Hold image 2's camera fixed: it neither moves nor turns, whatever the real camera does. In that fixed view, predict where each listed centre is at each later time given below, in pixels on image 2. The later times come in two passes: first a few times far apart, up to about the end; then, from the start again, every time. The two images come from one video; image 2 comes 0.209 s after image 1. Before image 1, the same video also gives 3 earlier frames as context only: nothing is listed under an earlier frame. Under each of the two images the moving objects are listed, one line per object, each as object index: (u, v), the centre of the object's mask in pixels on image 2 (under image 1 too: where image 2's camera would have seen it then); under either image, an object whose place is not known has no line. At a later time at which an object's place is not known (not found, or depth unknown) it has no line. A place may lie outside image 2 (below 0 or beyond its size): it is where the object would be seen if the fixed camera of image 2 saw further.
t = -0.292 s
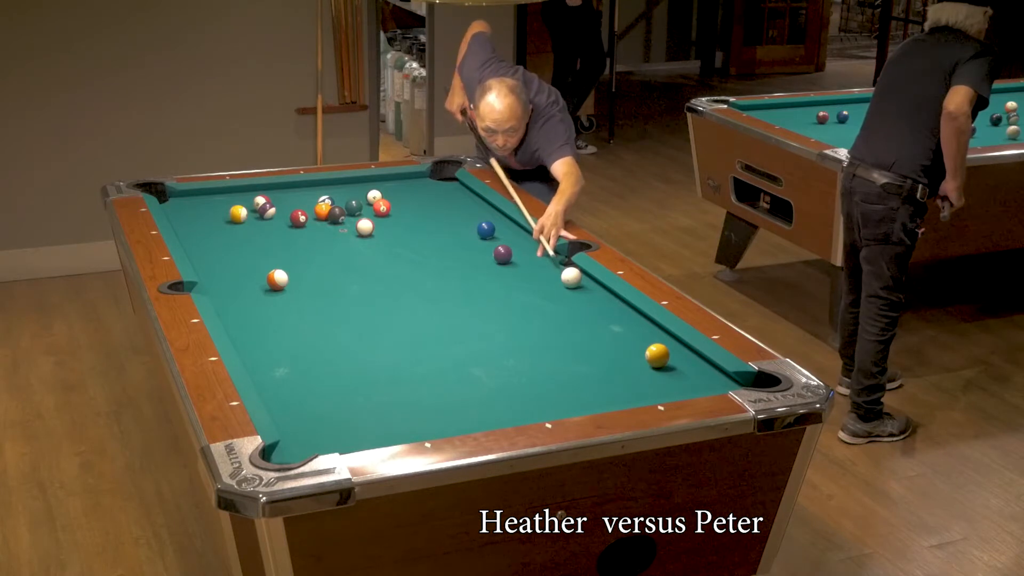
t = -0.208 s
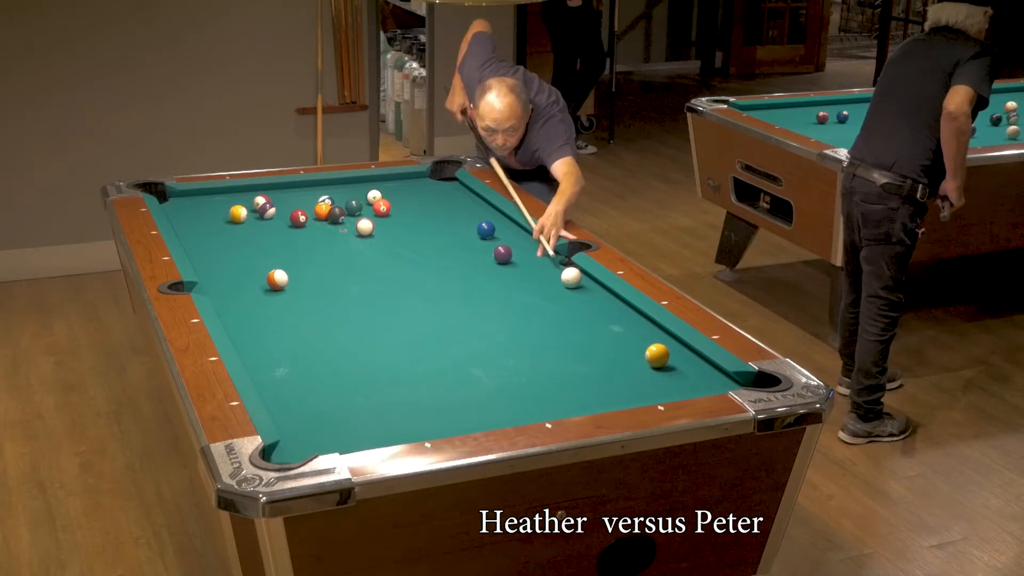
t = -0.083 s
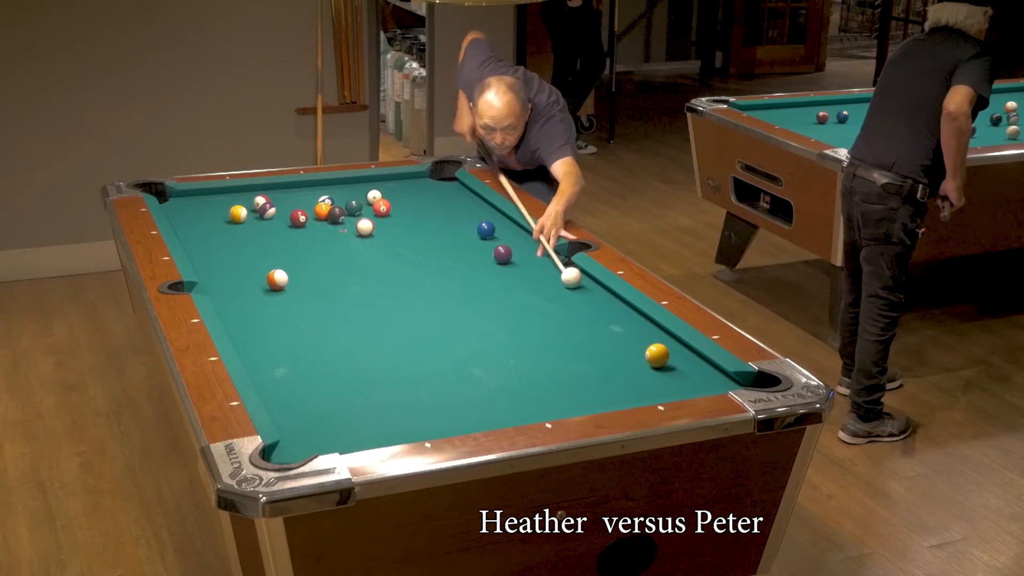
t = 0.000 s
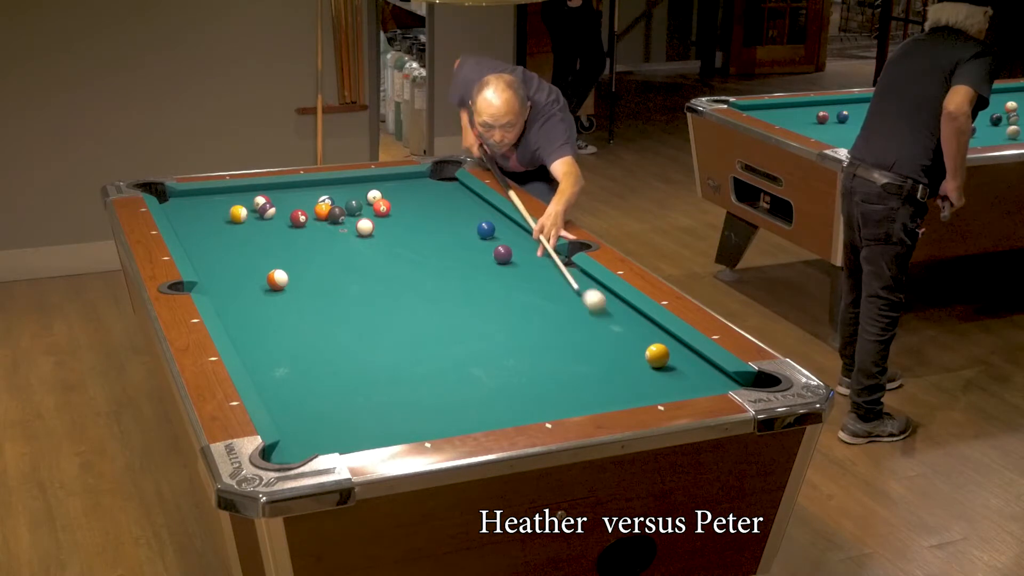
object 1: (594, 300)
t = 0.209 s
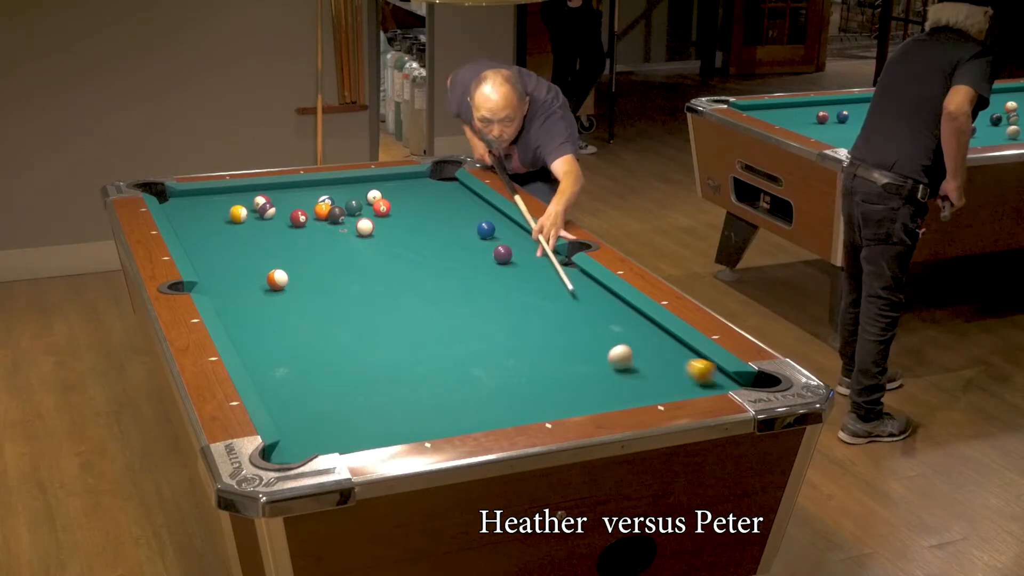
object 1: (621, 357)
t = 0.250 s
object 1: (612, 362)
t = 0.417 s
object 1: (577, 384)
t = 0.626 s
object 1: (529, 409)
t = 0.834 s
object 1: (457, 417)
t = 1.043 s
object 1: (381, 418)
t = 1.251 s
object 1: (305, 417)
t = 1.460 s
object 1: (300, 403)
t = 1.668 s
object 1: (323, 386)
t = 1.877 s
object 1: (344, 371)
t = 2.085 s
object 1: (364, 358)
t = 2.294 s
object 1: (381, 345)
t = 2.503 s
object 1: (397, 334)
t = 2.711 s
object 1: (412, 324)
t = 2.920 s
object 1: (424, 314)
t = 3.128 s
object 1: (436, 306)
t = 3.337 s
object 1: (447, 298)
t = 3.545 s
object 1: (456, 291)
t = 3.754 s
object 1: (465, 284)
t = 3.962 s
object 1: (472, 279)
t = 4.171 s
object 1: (480, 274)
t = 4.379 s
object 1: (486, 269)
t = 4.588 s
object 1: (492, 265)
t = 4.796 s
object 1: (497, 261)
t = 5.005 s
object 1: (500, 260)
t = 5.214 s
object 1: (500, 260)
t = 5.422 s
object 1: (499, 260)
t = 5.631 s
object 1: (498, 260)
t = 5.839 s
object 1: (498, 260)
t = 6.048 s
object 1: (498, 260)
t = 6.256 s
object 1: (498, 260)
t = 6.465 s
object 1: (498, 260)
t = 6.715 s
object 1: (498, 260)
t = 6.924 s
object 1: (498, 260)
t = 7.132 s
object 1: (498, 260)
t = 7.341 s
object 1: (498, 260)
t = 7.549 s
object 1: (498, 260)
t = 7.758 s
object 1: (498, 260)
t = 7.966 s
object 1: (498, 260)
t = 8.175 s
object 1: (498, 260)
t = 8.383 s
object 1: (498, 260)
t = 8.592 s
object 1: (498, 260)
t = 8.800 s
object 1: (498, 260)
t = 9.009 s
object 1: (498, 260)
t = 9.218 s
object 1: (498, 260)
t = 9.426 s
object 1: (498, 260)
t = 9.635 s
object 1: (498, 260)
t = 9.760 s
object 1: (499, 260)
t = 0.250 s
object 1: (612, 362)
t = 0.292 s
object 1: (603, 367)
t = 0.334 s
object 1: (594, 373)
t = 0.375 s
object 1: (586, 378)
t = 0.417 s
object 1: (577, 384)
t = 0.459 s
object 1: (567, 389)
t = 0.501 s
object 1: (558, 394)
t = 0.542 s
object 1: (549, 401)
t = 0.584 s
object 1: (539, 405)
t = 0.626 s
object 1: (529, 409)
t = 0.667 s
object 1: (519, 413)
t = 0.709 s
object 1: (504, 414)
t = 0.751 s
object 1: (489, 416)
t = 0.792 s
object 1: (473, 416)
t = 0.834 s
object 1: (457, 417)
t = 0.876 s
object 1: (441, 418)
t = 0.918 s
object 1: (427, 418)
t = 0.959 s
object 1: (411, 417)
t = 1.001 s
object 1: (396, 417)
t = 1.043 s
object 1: (381, 418)
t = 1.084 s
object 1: (365, 417)
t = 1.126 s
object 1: (350, 417)
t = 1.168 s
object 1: (335, 417)
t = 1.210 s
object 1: (321, 417)
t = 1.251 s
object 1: (305, 417)
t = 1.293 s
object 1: (291, 417)
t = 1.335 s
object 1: (284, 414)
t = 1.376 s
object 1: (290, 411)
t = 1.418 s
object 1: (295, 407)
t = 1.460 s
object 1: (300, 403)
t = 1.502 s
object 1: (304, 400)
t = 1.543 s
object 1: (309, 396)
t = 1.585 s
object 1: (314, 393)
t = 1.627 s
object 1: (318, 390)
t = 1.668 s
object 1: (323, 386)
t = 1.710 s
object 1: (327, 383)
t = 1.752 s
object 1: (332, 380)
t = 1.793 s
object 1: (336, 377)
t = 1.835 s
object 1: (340, 374)
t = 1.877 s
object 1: (344, 371)
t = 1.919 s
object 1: (348, 369)
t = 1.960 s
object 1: (352, 366)
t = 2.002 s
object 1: (356, 363)
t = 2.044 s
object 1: (360, 360)
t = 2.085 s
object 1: (364, 358)
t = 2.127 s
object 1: (367, 355)
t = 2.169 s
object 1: (371, 352)
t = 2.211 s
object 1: (374, 350)
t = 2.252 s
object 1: (378, 348)
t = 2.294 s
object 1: (381, 345)
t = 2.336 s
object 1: (384, 343)
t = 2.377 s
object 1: (388, 340)
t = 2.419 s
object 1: (391, 338)
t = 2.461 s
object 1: (394, 336)
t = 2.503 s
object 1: (397, 334)
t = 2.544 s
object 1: (400, 332)
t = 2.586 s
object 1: (403, 330)
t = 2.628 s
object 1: (406, 328)
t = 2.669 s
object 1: (409, 326)
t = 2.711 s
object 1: (412, 324)
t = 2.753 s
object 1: (414, 322)
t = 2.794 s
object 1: (417, 320)
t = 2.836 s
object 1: (420, 318)
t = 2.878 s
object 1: (422, 316)
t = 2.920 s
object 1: (424, 314)
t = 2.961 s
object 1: (427, 313)
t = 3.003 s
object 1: (429, 311)
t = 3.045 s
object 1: (432, 309)
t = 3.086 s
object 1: (434, 308)
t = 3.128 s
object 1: (436, 306)
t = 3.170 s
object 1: (439, 304)
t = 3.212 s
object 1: (441, 303)
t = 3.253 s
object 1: (443, 301)
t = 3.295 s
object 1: (445, 300)
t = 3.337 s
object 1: (447, 298)
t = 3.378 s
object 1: (449, 297)
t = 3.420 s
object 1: (451, 295)
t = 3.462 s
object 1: (453, 294)
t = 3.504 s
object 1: (454, 292)
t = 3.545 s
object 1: (456, 291)
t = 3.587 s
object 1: (458, 290)
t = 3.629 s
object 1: (460, 288)
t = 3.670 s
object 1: (461, 287)
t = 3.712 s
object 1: (463, 286)
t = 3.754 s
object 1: (465, 284)
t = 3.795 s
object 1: (466, 283)
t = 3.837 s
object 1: (468, 282)
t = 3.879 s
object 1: (469, 281)
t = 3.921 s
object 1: (471, 280)
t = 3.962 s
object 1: (472, 279)
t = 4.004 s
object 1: (474, 278)
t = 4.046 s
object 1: (475, 277)
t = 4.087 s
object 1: (477, 276)
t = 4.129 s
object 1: (478, 274)
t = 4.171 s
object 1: (480, 274)
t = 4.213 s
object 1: (481, 273)
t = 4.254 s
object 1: (482, 272)
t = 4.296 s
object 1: (483, 271)
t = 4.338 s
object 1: (485, 270)
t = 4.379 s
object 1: (486, 269)
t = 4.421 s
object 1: (488, 268)
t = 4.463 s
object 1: (489, 267)
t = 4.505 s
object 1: (490, 266)
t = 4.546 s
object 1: (491, 265)
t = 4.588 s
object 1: (492, 265)
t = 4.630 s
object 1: (493, 264)
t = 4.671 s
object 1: (494, 263)
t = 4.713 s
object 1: (495, 262)
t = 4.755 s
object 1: (496, 262)
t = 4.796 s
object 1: (497, 261)
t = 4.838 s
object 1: (498, 260)
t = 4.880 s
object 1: (499, 260)
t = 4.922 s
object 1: (499, 260)
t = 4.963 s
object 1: (499, 260)
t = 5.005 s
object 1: (500, 260)
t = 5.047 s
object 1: (500, 260)
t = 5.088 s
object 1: (500, 260)
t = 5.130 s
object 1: (500, 260)
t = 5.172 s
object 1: (500, 260)
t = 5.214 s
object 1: (500, 260)
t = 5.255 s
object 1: (500, 260)
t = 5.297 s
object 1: (499, 260)
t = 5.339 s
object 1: (499, 260)
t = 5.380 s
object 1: (499, 260)
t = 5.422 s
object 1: (499, 260)
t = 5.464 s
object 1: (499, 260)
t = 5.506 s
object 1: (499, 260)
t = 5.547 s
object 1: (498, 260)
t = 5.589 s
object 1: (498, 260)
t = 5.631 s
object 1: (498, 260)
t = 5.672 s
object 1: (498, 260)
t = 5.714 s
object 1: (498, 260)
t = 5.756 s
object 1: (498, 260)
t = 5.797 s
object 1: (498, 260)
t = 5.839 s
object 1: (498, 260)
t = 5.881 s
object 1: (498, 260)
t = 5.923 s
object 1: (498, 260)
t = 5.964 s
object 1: (498, 260)
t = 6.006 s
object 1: (498, 260)
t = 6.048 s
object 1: (498, 260)
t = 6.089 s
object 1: (498, 260)
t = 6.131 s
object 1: (498, 260)
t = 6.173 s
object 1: (498, 260)
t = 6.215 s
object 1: (498, 260)
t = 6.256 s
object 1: (498, 260)
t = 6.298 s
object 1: (498, 260)
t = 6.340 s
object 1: (498, 260)
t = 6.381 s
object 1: (498, 260)
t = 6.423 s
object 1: (498, 260)
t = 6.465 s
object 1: (498, 260)
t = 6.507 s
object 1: (498, 260)
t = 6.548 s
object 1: (498, 260)
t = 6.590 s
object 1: (498, 260)
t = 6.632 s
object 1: (498, 260)
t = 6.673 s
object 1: (498, 260)
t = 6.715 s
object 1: (498, 260)
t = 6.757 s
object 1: (498, 260)
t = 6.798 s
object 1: (498, 260)
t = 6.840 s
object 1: (498, 260)
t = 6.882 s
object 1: (498, 260)
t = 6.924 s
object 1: (498, 260)
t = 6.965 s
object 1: (498, 260)
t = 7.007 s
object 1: (498, 260)
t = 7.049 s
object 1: (498, 260)
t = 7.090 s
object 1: (498, 260)
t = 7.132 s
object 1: (498, 260)
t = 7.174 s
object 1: (498, 260)
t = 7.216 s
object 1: (498, 260)
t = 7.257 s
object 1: (498, 260)
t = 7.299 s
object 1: (498, 260)
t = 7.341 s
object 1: (498, 260)
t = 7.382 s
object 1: (498, 260)
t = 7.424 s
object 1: (498, 260)
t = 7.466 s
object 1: (498, 260)
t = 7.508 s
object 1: (498, 260)
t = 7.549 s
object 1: (498, 260)
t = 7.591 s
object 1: (498, 260)
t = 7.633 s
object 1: (498, 260)
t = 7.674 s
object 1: (498, 260)
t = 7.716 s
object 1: (498, 260)
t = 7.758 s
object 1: (498, 260)
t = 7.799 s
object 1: (498, 260)
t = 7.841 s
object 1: (498, 260)
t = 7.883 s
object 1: (498, 260)
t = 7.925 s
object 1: (498, 260)
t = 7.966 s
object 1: (498, 260)
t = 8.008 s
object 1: (498, 260)
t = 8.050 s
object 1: (498, 260)
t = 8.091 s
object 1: (498, 260)
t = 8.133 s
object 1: (498, 260)
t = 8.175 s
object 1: (498, 260)
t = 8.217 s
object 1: (498, 260)
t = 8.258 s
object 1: (498, 260)
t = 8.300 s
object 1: (498, 260)
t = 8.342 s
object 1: (498, 260)
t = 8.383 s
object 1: (498, 260)
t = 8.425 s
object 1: (498, 260)
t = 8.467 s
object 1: (498, 260)
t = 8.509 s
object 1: (499, 260)
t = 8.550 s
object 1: (498, 260)
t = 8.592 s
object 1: (498, 260)
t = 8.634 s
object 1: (498, 260)
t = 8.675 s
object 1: (498, 260)
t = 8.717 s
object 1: (498, 260)
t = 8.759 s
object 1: (498, 260)
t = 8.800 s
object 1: (498, 260)
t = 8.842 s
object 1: (498, 260)
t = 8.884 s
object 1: (498, 260)
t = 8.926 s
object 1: (498, 260)
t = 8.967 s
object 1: (498, 260)
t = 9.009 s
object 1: (498, 260)
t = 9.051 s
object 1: (498, 260)
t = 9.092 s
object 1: (498, 260)
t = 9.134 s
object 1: (499, 260)
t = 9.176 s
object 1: (499, 260)
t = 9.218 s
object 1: (498, 260)
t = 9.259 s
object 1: (499, 260)
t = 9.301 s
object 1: (498, 260)
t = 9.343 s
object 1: (498, 260)
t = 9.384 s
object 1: (498, 260)
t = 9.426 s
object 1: (498, 260)
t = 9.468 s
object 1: (498, 260)
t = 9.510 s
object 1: (498, 260)
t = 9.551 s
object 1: (498, 260)
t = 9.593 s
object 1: (498, 260)
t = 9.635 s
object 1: (498, 260)
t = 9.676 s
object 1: (498, 260)
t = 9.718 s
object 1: (499, 260)
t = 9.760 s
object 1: (499, 260)
